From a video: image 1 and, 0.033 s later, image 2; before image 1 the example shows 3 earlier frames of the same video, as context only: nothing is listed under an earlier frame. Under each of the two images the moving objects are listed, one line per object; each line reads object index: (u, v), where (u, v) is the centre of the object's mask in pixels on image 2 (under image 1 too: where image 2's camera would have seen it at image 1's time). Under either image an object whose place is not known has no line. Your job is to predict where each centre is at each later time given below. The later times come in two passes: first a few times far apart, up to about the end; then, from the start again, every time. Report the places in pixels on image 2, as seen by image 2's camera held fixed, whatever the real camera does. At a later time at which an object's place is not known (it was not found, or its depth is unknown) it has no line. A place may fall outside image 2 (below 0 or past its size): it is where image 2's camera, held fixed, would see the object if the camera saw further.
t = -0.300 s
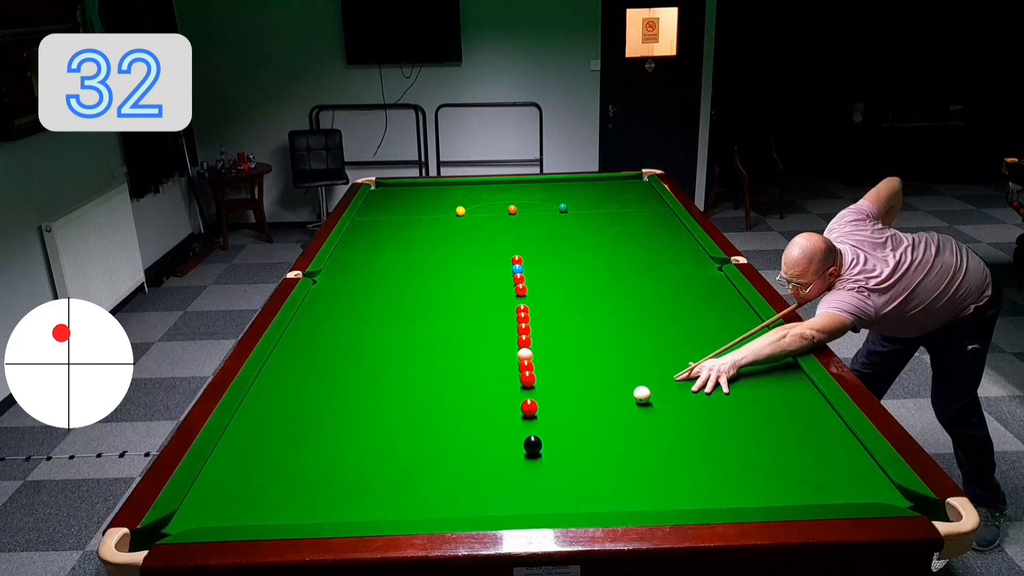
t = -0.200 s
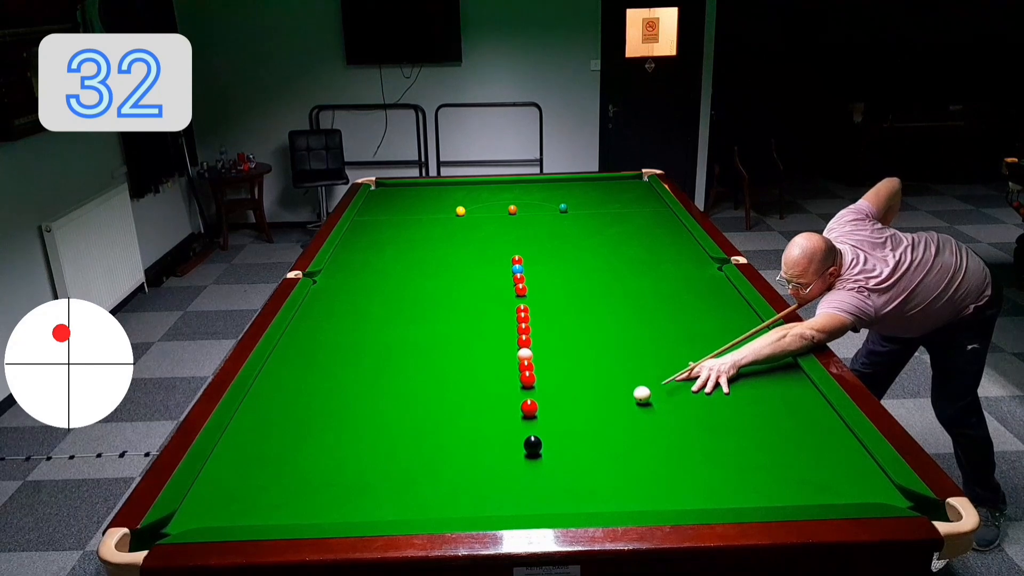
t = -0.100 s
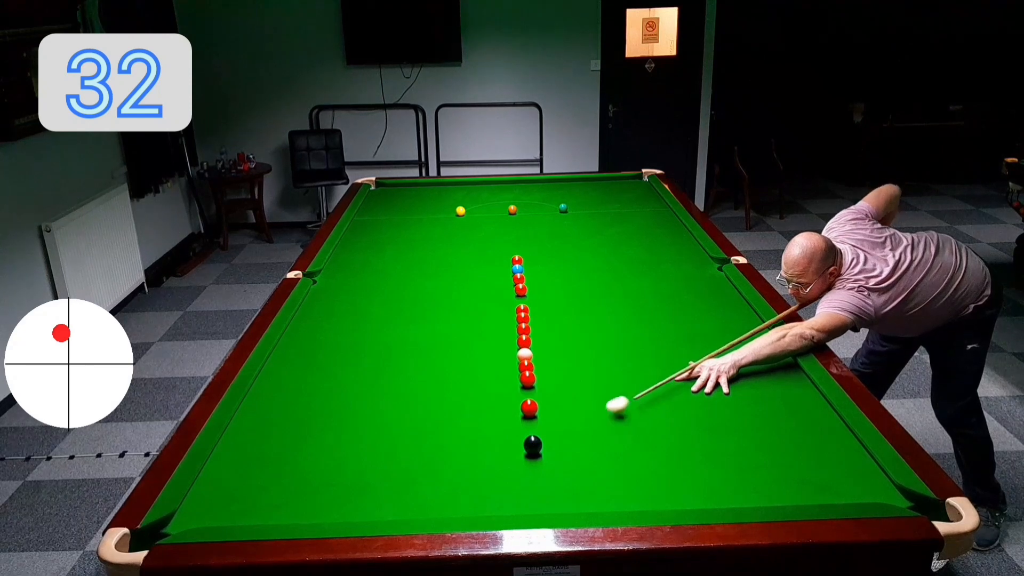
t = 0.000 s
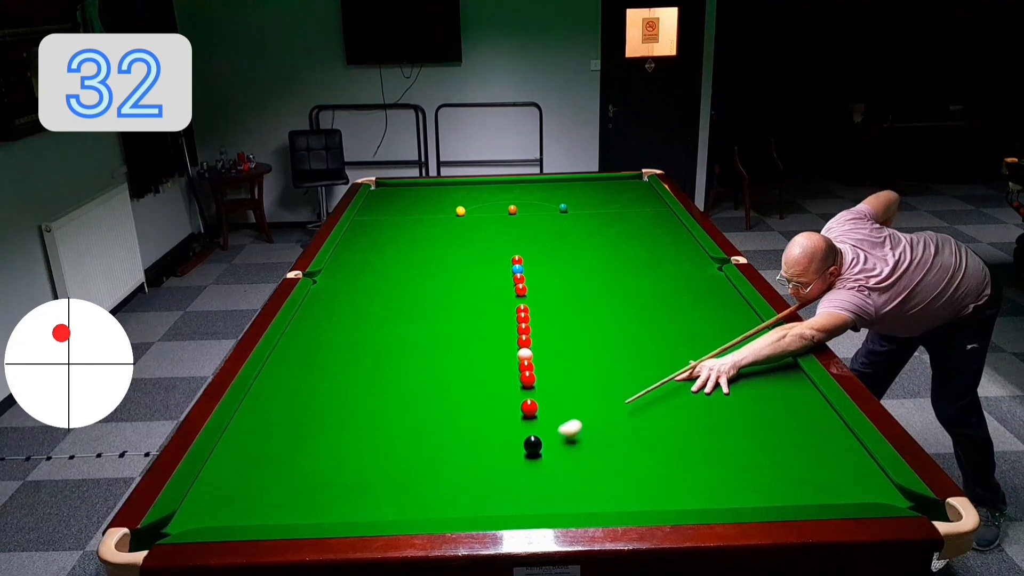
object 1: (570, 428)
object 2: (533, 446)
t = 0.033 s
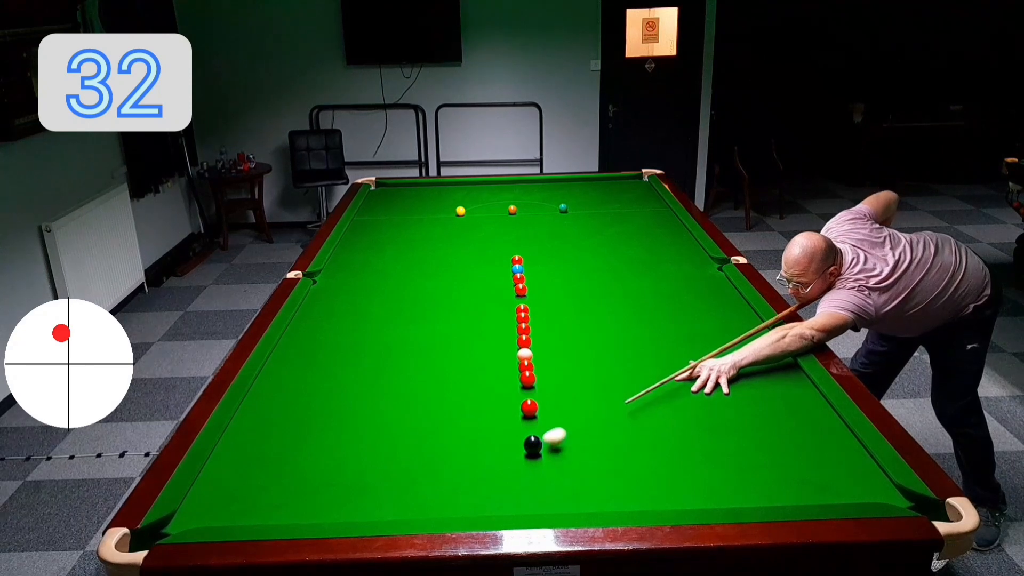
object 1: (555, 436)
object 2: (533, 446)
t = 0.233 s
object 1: (559, 464)
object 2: (442, 465)
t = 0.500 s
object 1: (560, 502)
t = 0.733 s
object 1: (563, 493)
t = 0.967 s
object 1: (567, 475)
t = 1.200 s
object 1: (570, 459)
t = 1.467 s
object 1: (574, 443)
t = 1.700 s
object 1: (576, 431)
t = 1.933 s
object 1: (578, 420)
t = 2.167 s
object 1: (580, 411)
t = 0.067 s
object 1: (552, 443)
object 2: (520, 448)
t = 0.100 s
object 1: (555, 447)
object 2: (504, 451)
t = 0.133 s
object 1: (557, 451)
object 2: (487, 455)
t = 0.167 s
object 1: (558, 455)
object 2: (472, 459)
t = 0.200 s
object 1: (559, 460)
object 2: (456, 463)
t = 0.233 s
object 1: (559, 464)
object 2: (442, 465)
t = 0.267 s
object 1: (559, 469)
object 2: (427, 469)
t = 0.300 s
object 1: (560, 473)
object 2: (414, 472)
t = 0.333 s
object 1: (560, 478)
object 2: (401, 476)
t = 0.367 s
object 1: (560, 483)
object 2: (388, 479)
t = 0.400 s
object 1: (560, 487)
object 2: (374, 482)
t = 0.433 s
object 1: (560, 492)
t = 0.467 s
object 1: (560, 498)
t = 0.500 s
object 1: (560, 502)
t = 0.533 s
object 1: (560, 505)
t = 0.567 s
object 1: (561, 506)
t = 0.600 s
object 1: (561, 504)
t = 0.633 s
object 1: (562, 502)
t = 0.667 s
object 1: (562, 499)
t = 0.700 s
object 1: (563, 496)
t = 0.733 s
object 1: (563, 493)
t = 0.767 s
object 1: (564, 490)
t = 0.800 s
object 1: (564, 488)
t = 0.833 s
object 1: (565, 485)
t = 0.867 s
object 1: (565, 483)
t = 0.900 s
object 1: (566, 480)
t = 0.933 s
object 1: (566, 478)
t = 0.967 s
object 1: (567, 475)
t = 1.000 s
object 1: (567, 472)
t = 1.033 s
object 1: (568, 470)
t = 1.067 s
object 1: (568, 468)
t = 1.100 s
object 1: (569, 466)
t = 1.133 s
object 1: (569, 463)
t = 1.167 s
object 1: (570, 461)
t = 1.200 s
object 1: (570, 459)
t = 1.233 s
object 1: (571, 457)
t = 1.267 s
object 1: (571, 455)
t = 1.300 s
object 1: (572, 453)
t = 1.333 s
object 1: (572, 451)
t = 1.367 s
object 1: (573, 449)
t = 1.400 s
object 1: (573, 447)
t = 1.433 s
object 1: (573, 445)
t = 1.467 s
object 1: (574, 443)
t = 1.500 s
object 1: (574, 441)
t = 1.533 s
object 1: (575, 440)
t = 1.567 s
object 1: (575, 438)
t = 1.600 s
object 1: (575, 436)
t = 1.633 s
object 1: (576, 434)
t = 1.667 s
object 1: (576, 433)
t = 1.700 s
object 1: (576, 431)
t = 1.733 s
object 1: (577, 430)
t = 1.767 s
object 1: (577, 428)
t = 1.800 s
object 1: (577, 426)
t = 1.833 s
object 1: (578, 425)
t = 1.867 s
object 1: (578, 423)
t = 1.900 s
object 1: (578, 422)
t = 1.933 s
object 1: (578, 420)
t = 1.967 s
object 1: (579, 419)
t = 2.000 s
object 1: (579, 418)
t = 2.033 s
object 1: (579, 416)
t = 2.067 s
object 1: (579, 414)
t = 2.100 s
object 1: (580, 413)
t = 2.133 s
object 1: (580, 412)
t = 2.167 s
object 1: (580, 411)
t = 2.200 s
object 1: (580, 409)
